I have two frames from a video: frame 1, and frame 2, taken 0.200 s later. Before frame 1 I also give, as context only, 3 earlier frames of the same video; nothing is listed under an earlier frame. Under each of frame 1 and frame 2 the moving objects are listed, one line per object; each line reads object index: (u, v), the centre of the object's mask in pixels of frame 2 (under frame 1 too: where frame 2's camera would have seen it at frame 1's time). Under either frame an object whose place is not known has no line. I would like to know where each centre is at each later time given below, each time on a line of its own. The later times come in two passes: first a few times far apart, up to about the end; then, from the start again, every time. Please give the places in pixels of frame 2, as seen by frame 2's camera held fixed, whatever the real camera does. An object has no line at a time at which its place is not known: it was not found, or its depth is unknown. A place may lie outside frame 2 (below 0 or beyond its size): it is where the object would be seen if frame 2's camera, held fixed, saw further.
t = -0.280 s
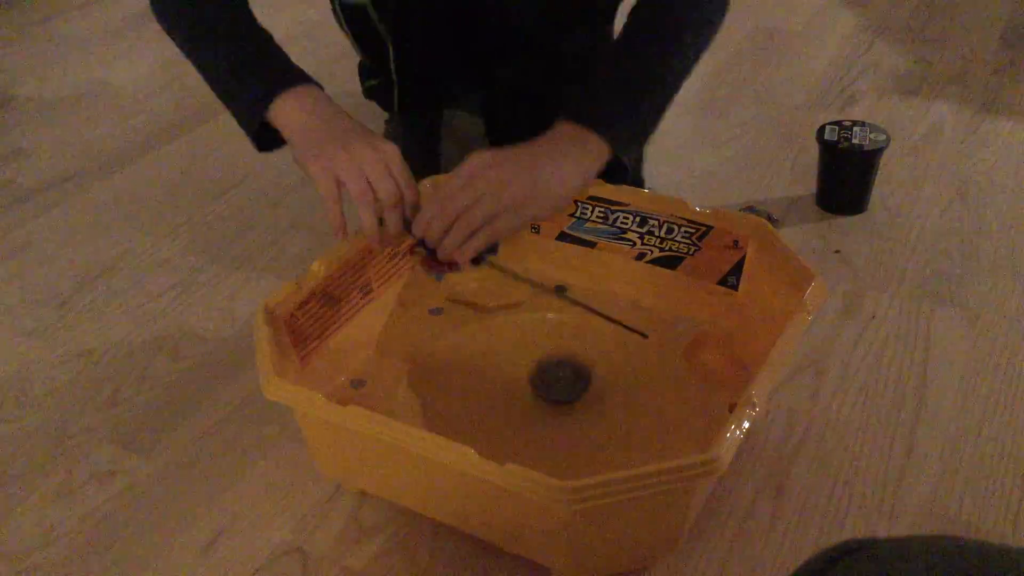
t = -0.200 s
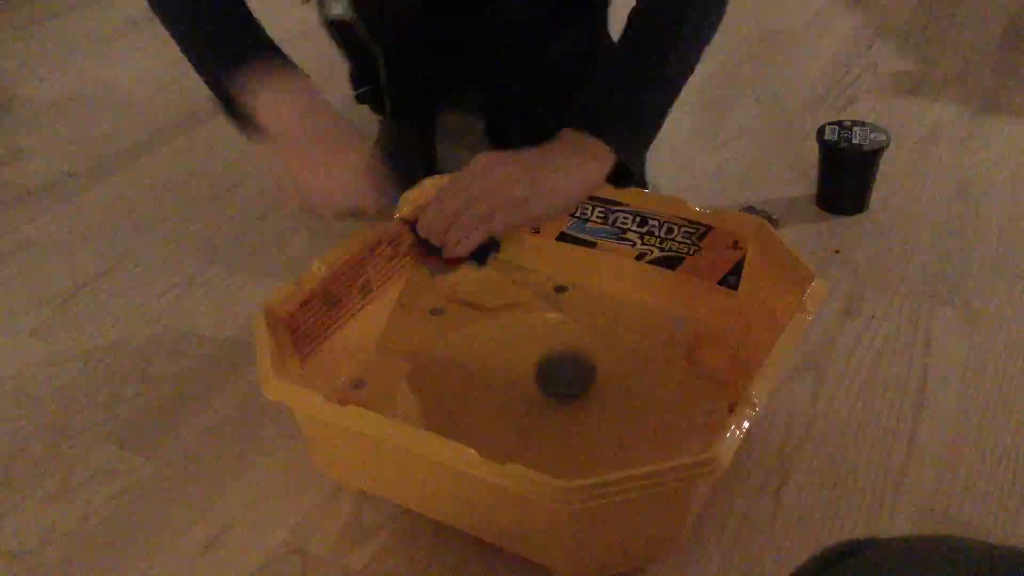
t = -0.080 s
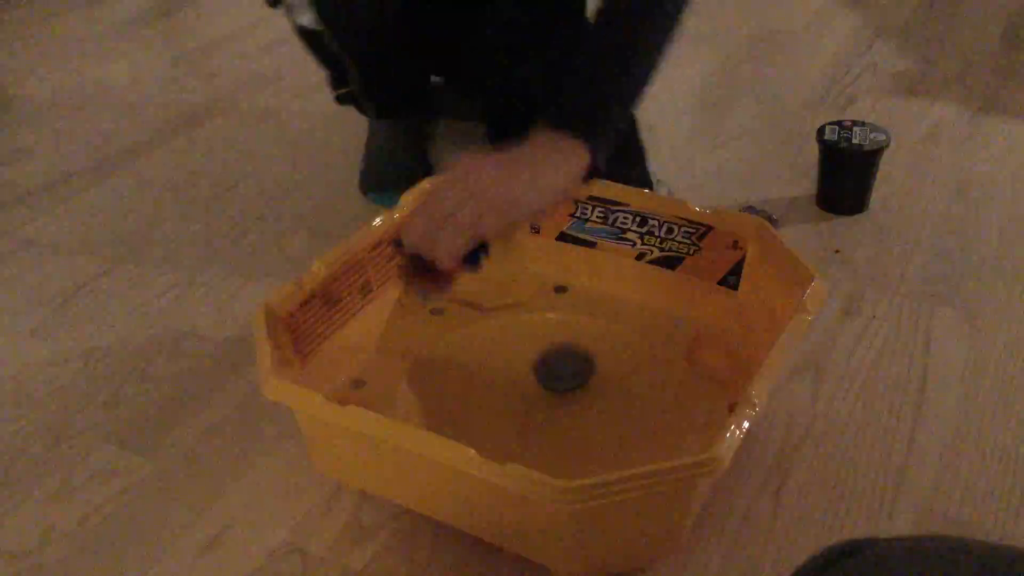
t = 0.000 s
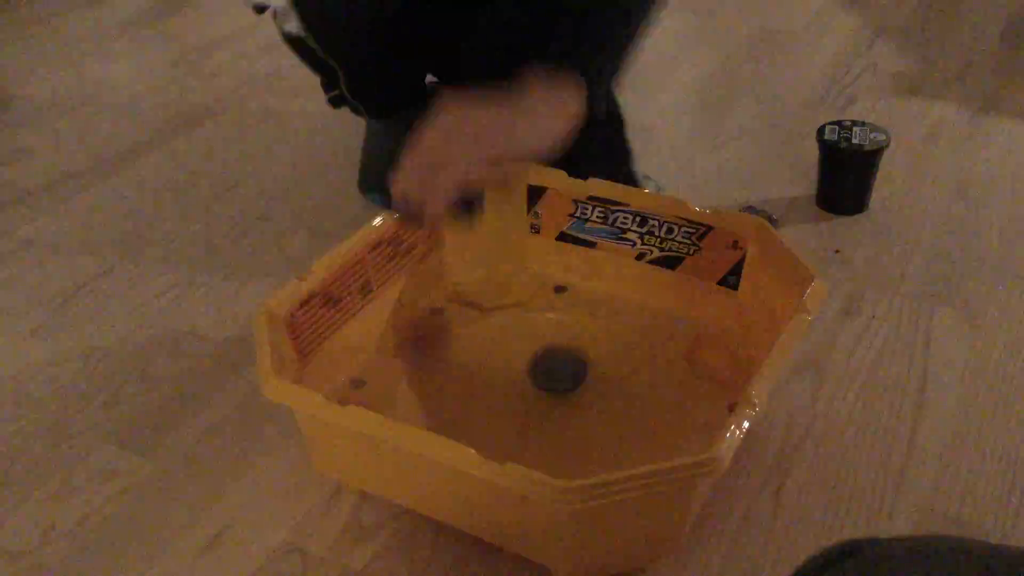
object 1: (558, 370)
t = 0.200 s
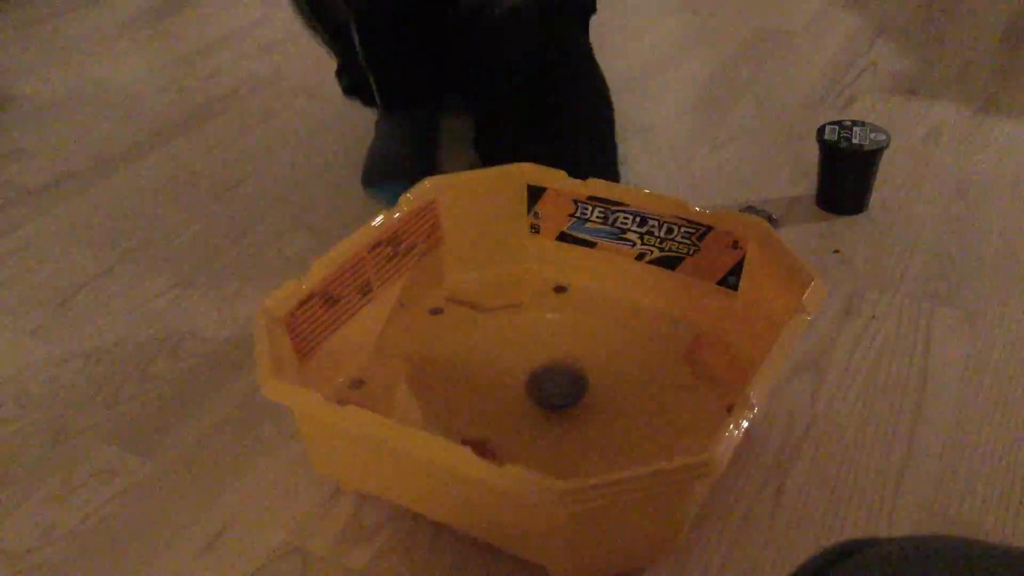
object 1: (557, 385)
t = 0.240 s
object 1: (560, 388)
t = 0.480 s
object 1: (553, 368)
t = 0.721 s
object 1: (507, 364)
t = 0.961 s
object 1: (510, 395)
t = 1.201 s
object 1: (564, 398)
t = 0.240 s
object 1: (560, 388)
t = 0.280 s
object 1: (562, 391)
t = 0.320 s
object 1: (565, 392)
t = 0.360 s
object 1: (566, 390)
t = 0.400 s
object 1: (562, 381)
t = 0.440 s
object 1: (558, 373)
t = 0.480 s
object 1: (553, 368)
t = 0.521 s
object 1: (546, 364)
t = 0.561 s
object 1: (539, 362)
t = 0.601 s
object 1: (530, 360)
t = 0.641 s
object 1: (522, 361)
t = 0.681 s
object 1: (514, 361)
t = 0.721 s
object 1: (507, 364)
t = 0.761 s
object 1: (502, 368)
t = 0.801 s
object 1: (499, 373)
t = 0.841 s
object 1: (498, 378)
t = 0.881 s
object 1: (500, 383)
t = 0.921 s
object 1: (503, 390)
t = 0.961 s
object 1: (510, 395)
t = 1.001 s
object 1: (518, 400)
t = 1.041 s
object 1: (528, 402)
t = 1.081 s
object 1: (537, 403)
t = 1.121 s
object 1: (548, 403)
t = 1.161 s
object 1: (558, 401)
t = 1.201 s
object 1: (564, 398)
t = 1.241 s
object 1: (571, 394)
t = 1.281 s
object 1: (577, 389)
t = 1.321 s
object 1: (580, 384)
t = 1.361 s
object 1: (581, 379)
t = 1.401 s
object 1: (580, 374)
